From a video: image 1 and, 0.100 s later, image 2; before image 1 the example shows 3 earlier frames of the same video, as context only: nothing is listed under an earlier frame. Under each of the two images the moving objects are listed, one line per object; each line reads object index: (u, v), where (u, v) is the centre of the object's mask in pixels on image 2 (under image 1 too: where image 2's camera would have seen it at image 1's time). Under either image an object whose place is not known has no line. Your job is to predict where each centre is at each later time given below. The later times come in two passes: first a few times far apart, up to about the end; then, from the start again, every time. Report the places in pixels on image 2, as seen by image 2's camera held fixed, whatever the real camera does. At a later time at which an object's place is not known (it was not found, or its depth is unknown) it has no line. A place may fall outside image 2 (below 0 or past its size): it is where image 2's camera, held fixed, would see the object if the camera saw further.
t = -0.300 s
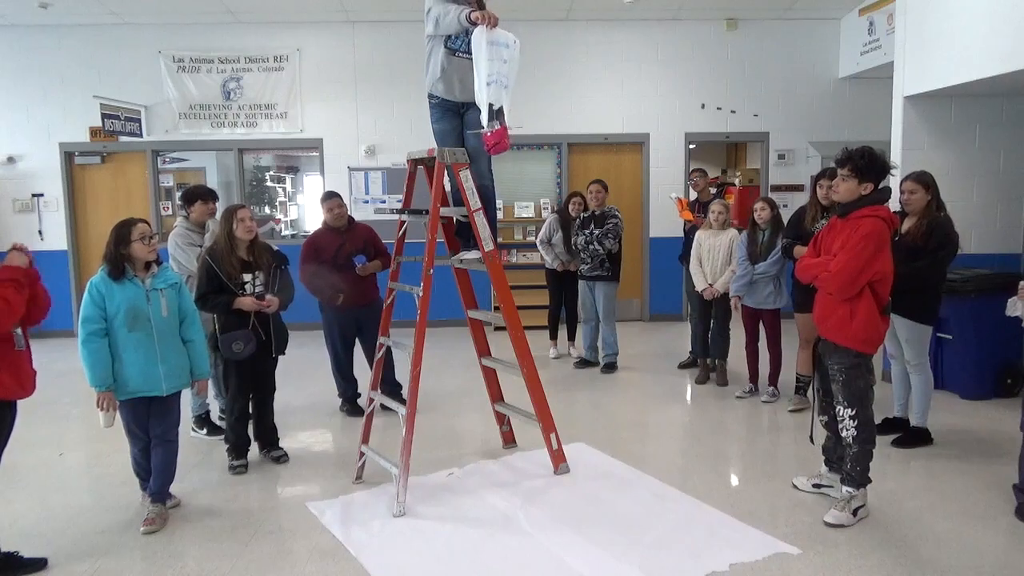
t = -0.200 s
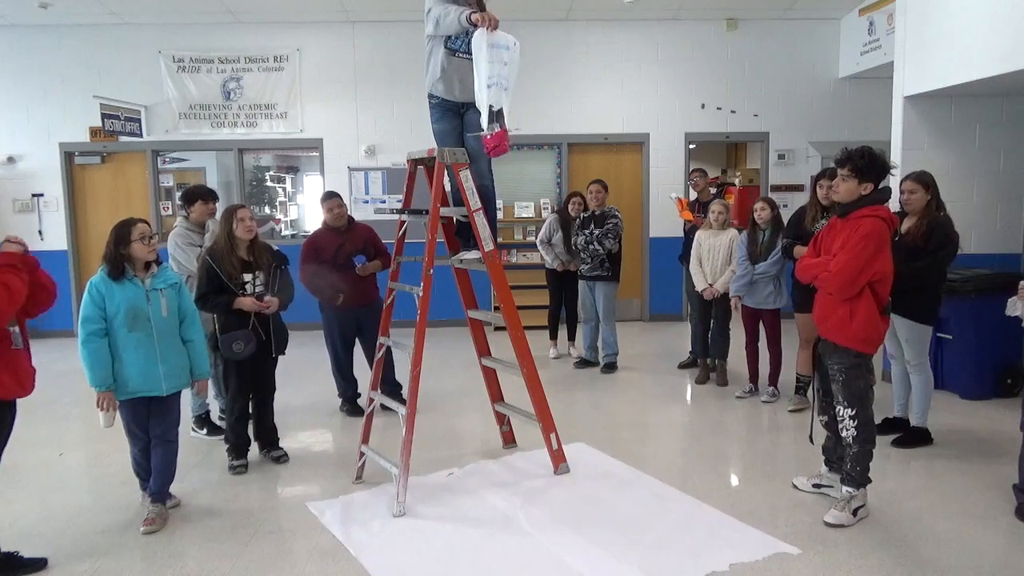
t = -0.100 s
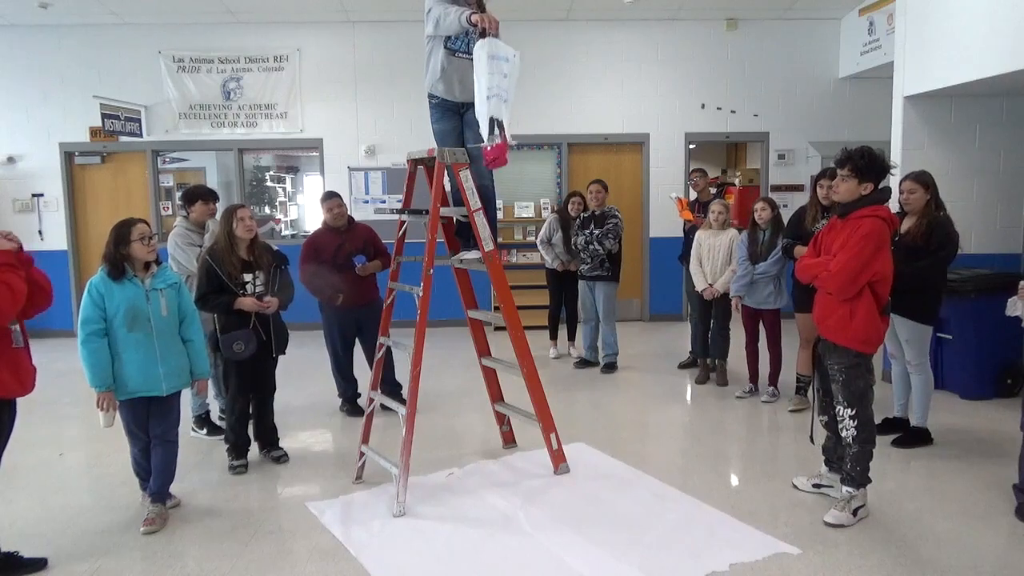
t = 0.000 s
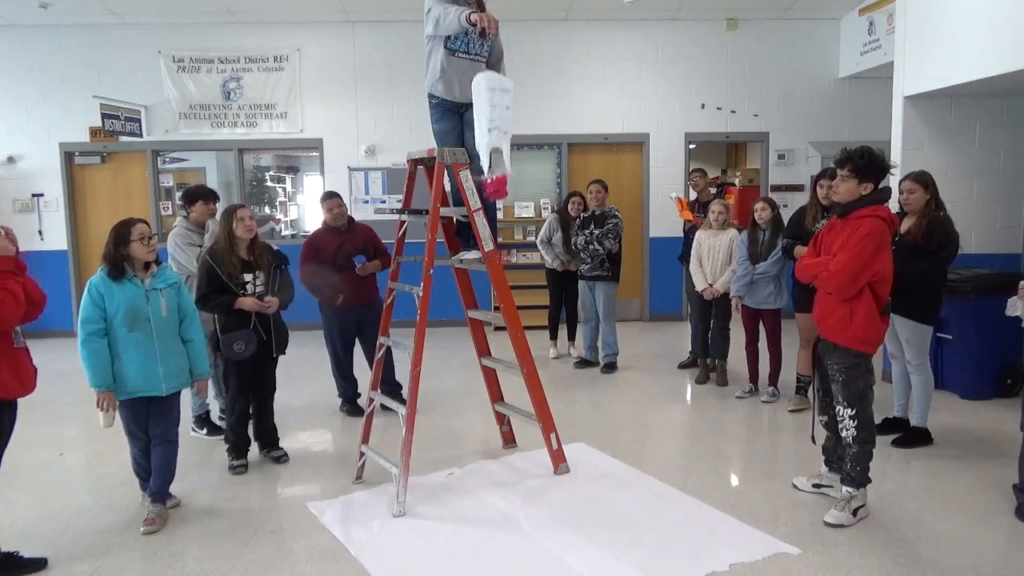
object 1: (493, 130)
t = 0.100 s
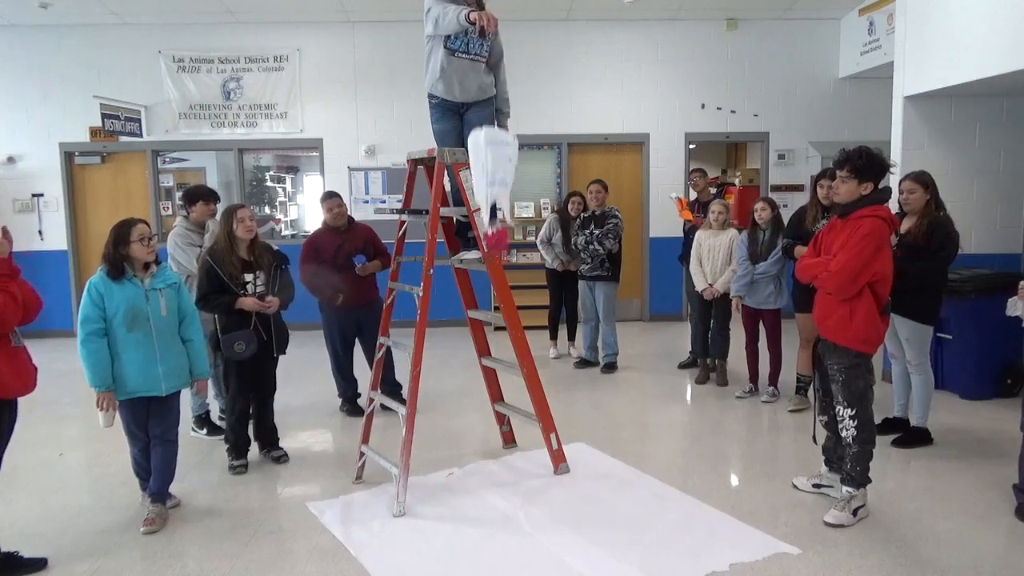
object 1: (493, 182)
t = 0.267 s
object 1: (493, 307)
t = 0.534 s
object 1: (509, 508)
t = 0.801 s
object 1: (512, 512)
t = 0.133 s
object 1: (493, 202)
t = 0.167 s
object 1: (493, 226)
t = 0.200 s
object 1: (492, 252)
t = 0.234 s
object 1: (493, 279)
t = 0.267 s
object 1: (493, 307)
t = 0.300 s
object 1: (493, 337)
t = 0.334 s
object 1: (495, 367)
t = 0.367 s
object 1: (498, 400)
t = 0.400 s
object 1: (501, 434)
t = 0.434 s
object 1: (502, 467)
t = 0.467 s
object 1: (502, 484)
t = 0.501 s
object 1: (506, 491)
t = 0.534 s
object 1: (509, 508)
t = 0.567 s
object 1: (512, 509)
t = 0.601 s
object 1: (512, 510)
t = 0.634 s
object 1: (511, 512)
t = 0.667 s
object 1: (512, 512)
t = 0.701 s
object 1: (512, 512)
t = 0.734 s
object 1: (512, 512)
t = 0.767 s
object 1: (512, 512)
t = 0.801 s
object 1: (512, 512)
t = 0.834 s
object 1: (512, 512)
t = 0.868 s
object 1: (512, 512)
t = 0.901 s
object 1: (512, 513)
